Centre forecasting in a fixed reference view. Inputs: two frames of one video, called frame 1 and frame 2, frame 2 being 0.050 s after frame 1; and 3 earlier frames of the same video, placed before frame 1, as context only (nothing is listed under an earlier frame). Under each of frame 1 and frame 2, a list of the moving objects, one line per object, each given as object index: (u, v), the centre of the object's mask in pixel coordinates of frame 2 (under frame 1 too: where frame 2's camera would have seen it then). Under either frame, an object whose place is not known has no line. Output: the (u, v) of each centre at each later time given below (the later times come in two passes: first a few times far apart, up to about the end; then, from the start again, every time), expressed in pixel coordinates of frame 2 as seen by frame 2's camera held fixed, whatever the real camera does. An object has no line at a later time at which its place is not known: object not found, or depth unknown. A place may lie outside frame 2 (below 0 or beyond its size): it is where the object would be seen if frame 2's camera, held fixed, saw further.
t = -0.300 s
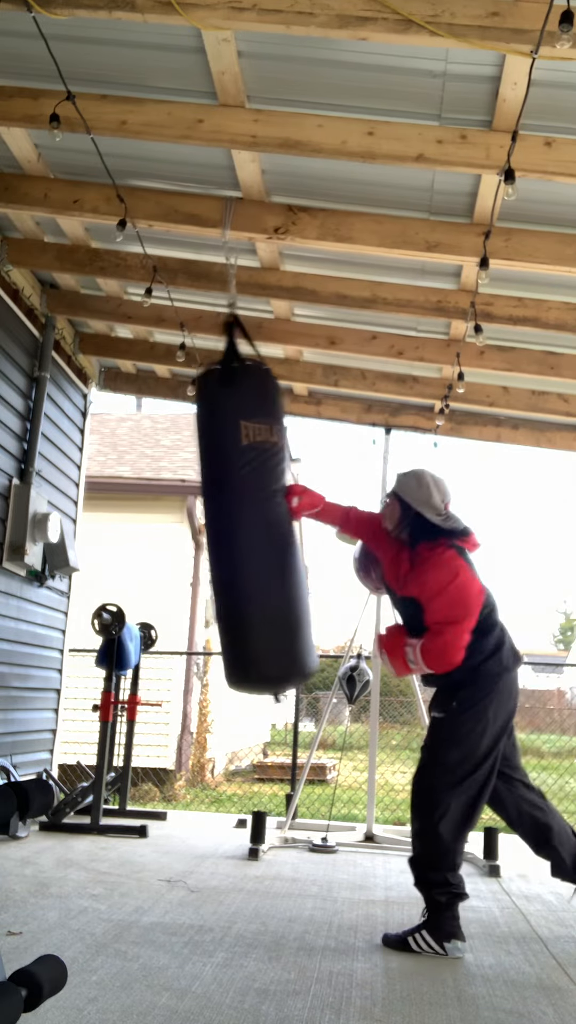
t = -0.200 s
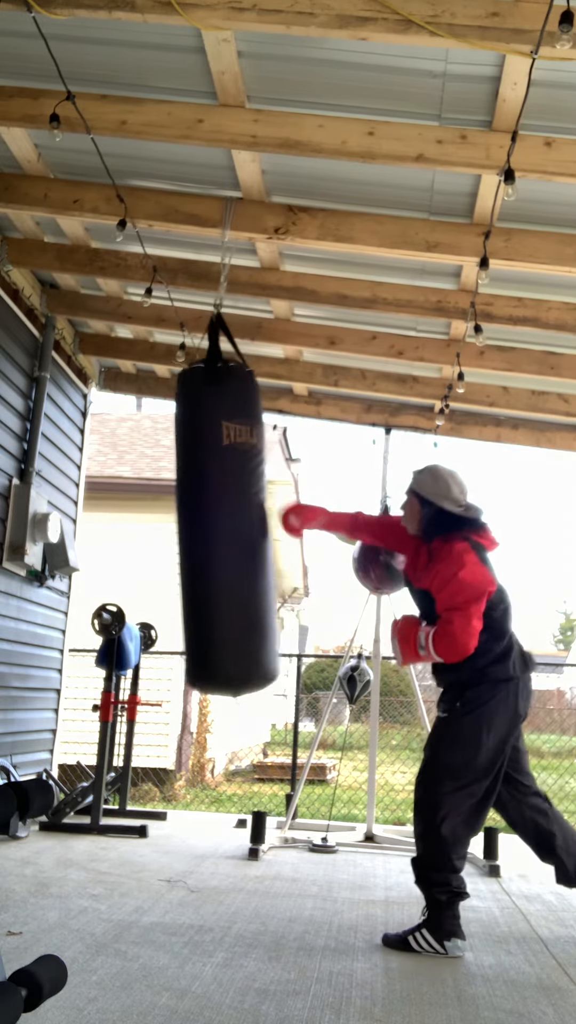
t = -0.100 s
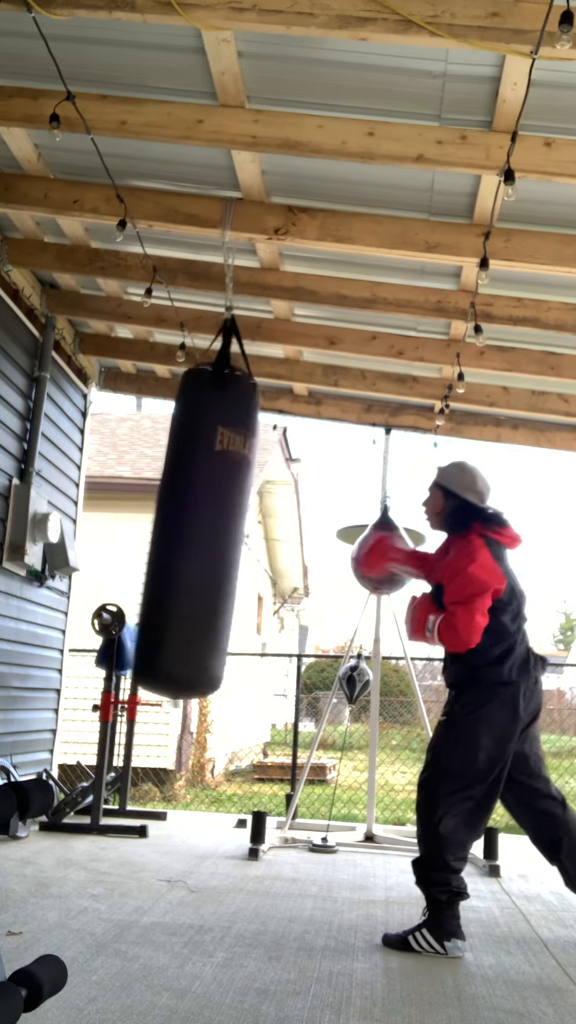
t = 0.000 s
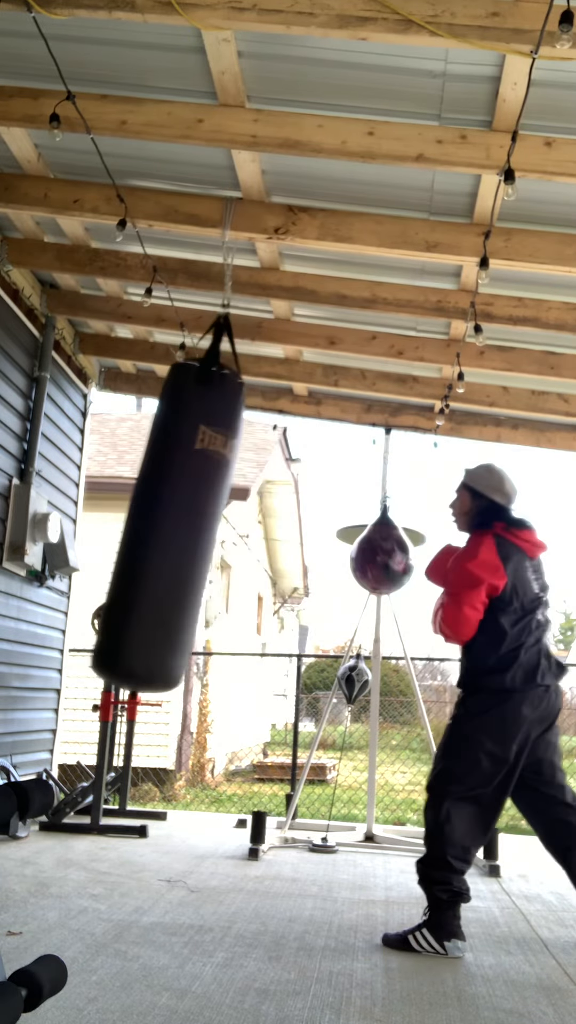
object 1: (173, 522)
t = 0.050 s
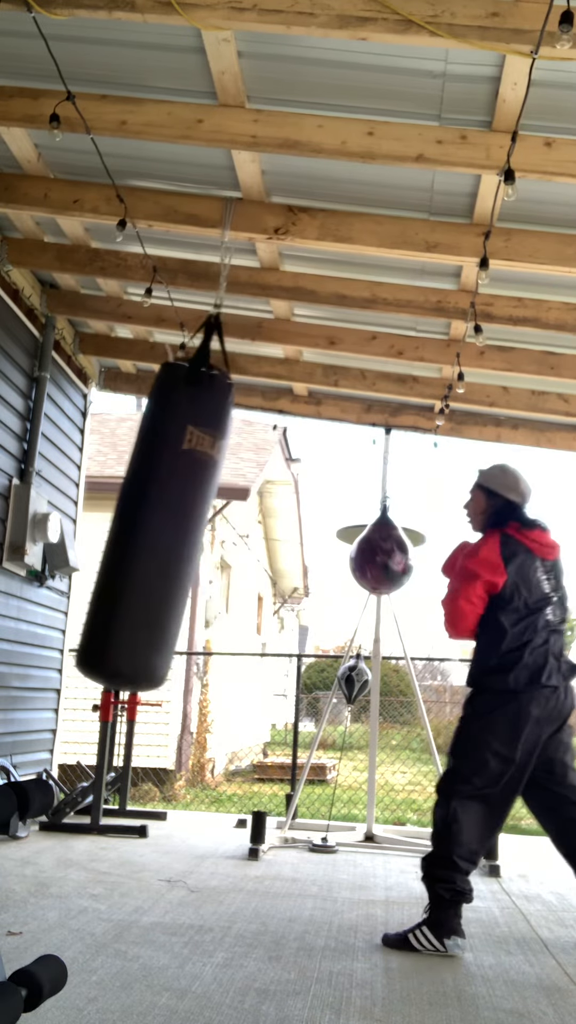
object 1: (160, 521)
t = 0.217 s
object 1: (128, 515)
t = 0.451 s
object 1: (111, 513)
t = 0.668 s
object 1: (130, 514)
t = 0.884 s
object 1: (170, 524)
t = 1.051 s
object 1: (212, 526)
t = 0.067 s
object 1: (156, 521)
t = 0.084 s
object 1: (152, 520)
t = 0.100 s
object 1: (148, 519)
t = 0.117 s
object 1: (145, 519)
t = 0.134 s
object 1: (141, 518)
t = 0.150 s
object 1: (138, 518)
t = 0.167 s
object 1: (135, 517)
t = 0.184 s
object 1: (133, 517)
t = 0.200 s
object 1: (130, 516)
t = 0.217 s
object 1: (128, 515)
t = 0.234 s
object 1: (126, 514)
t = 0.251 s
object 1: (124, 514)
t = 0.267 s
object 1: (122, 513)
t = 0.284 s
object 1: (120, 513)
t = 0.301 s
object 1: (119, 512)
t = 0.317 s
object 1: (118, 511)
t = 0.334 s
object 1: (117, 510)
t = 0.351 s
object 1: (116, 510)
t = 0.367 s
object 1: (115, 509)
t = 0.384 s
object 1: (114, 509)
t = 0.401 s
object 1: (113, 509)
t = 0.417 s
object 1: (113, 510)
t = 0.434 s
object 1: (113, 510)
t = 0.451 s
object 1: (111, 513)
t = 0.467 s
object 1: (111, 513)
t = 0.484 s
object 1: (112, 513)
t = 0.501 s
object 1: (112, 513)
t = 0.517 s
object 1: (115, 511)
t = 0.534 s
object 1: (116, 511)
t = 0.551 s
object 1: (117, 511)
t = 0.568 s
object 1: (118, 512)
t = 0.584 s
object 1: (119, 512)
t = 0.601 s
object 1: (121, 512)
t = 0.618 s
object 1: (123, 513)
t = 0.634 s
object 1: (125, 513)
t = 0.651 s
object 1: (127, 514)
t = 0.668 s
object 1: (130, 514)
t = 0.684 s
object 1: (132, 515)
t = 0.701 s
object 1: (135, 515)
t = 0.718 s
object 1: (138, 516)
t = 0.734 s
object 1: (141, 516)
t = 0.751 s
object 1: (144, 517)
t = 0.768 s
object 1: (147, 518)
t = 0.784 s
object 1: (150, 519)
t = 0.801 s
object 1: (153, 520)
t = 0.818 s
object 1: (156, 521)
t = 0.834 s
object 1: (160, 521)
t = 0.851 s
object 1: (163, 522)
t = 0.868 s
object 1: (167, 523)
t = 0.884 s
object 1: (170, 524)
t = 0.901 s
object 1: (175, 523)
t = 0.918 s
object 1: (179, 524)
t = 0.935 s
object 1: (183, 524)
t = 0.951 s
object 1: (187, 525)
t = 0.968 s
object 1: (191, 525)
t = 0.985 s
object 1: (195, 525)
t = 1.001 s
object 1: (199, 525)
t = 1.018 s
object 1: (204, 526)
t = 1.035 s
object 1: (208, 526)
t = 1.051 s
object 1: (212, 526)
